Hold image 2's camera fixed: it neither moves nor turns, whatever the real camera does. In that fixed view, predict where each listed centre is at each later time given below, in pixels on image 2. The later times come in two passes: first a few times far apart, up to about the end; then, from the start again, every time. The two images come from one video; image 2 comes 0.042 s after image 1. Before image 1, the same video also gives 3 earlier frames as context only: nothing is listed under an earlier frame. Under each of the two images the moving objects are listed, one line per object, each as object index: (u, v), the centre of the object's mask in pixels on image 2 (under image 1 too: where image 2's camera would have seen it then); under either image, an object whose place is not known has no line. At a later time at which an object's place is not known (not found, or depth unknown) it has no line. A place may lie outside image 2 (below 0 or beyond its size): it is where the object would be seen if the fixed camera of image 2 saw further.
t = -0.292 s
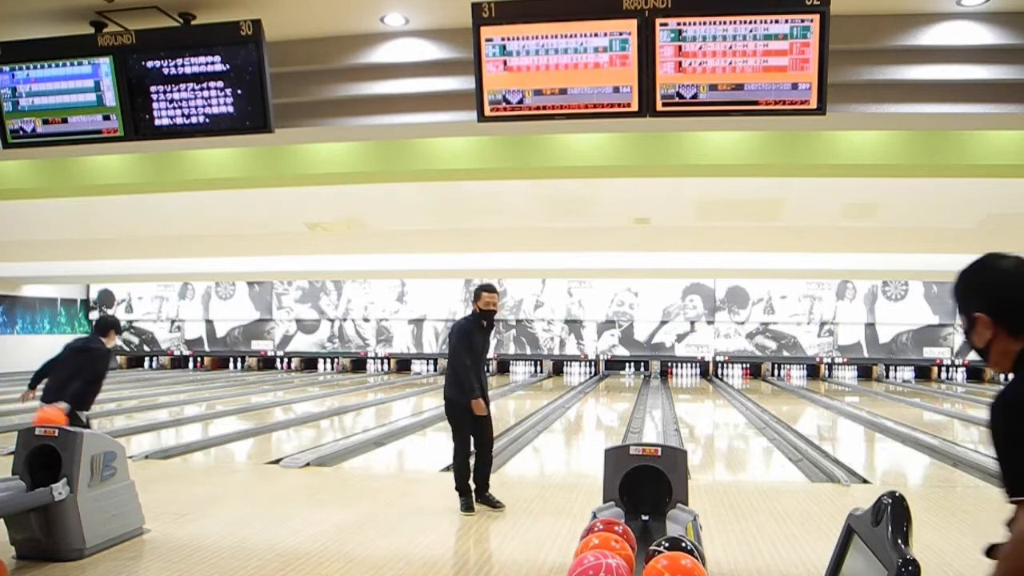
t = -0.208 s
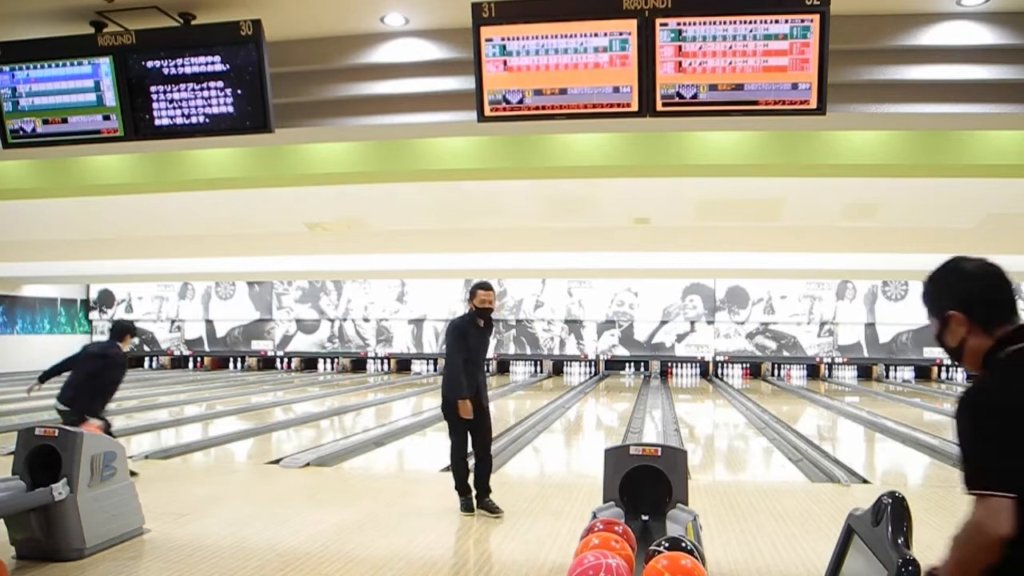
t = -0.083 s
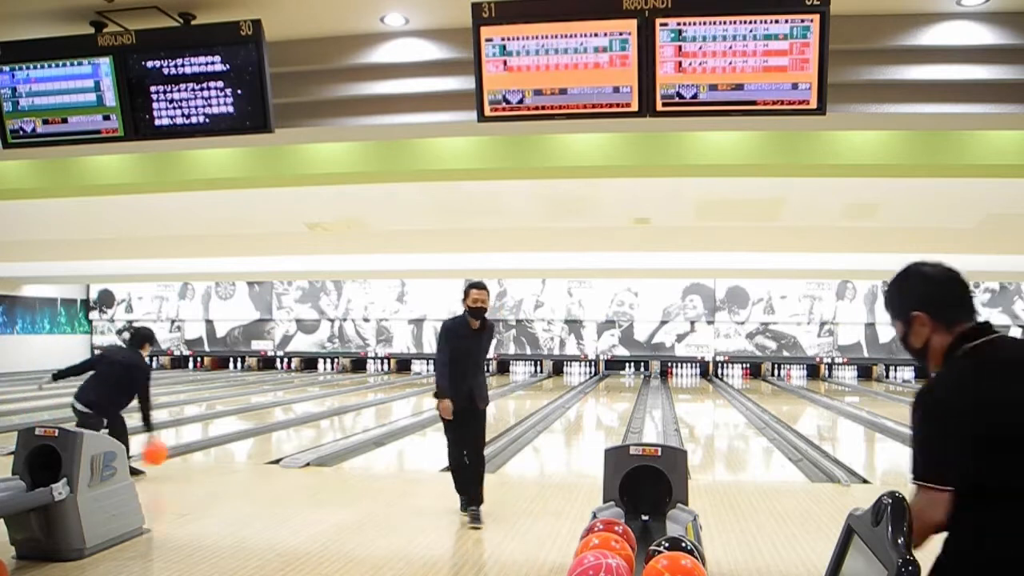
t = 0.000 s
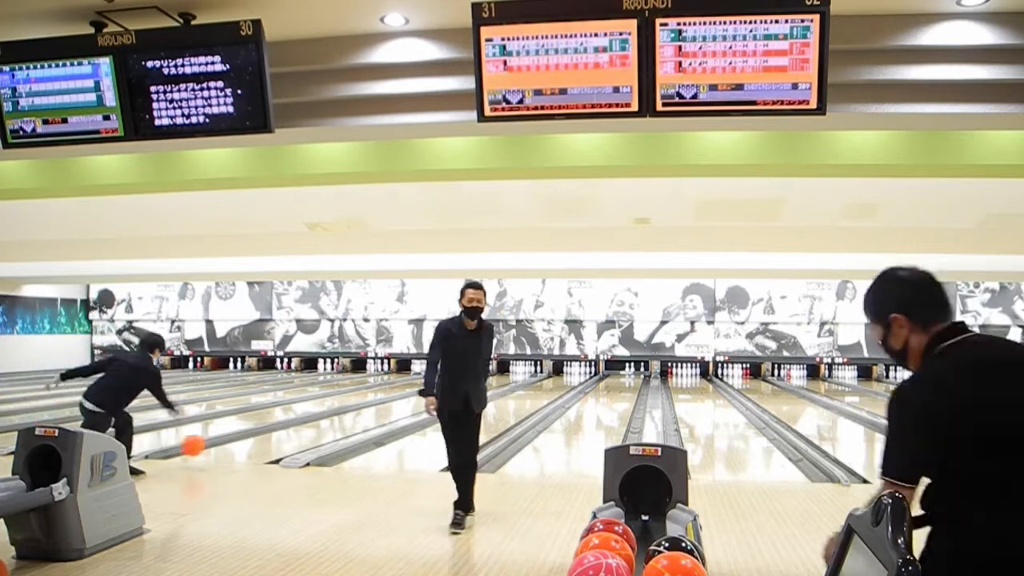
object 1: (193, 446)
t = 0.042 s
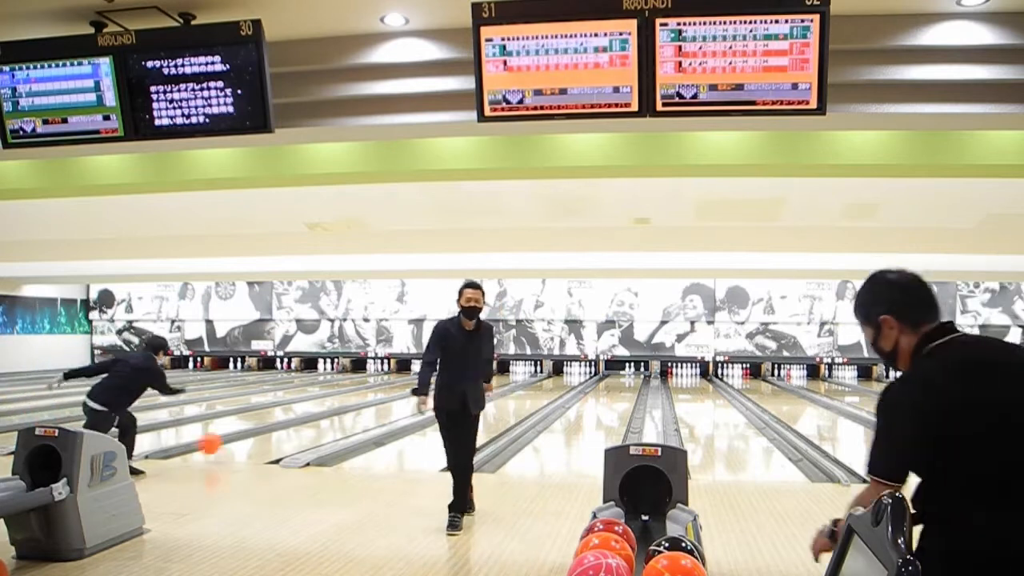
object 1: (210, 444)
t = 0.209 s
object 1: (266, 437)
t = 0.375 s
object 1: (310, 425)
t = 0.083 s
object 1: (225, 444)
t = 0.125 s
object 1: (240, 444)
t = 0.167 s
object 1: (254, 439)
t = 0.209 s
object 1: (266, 437)
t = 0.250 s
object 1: (279, 433)
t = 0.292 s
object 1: (290, 431)
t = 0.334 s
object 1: (300, 428)
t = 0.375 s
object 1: (310, 425)
